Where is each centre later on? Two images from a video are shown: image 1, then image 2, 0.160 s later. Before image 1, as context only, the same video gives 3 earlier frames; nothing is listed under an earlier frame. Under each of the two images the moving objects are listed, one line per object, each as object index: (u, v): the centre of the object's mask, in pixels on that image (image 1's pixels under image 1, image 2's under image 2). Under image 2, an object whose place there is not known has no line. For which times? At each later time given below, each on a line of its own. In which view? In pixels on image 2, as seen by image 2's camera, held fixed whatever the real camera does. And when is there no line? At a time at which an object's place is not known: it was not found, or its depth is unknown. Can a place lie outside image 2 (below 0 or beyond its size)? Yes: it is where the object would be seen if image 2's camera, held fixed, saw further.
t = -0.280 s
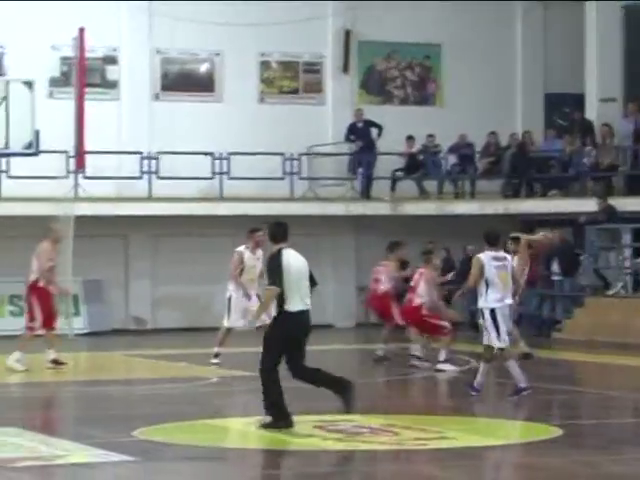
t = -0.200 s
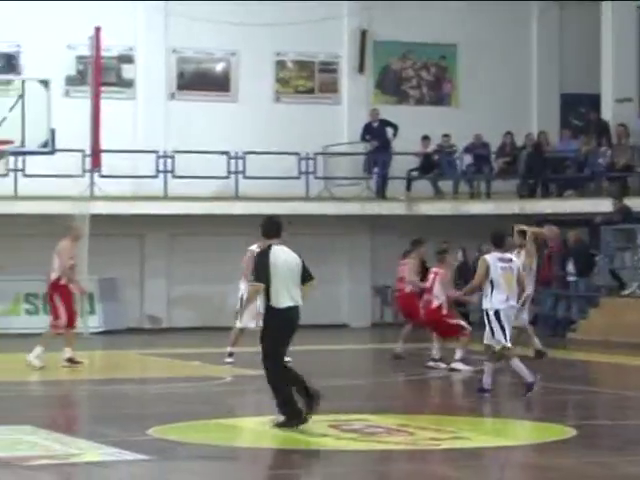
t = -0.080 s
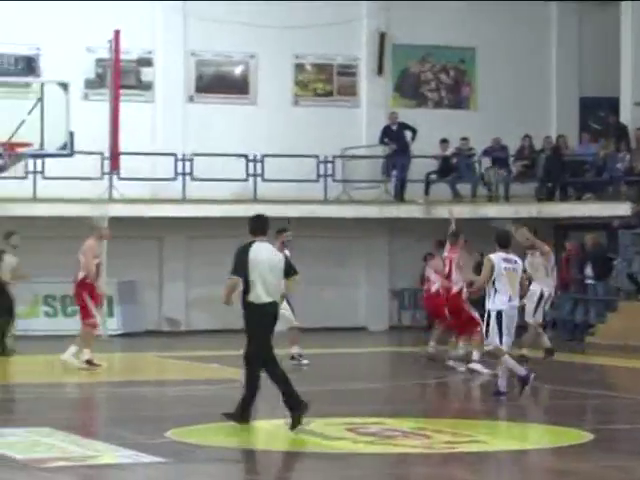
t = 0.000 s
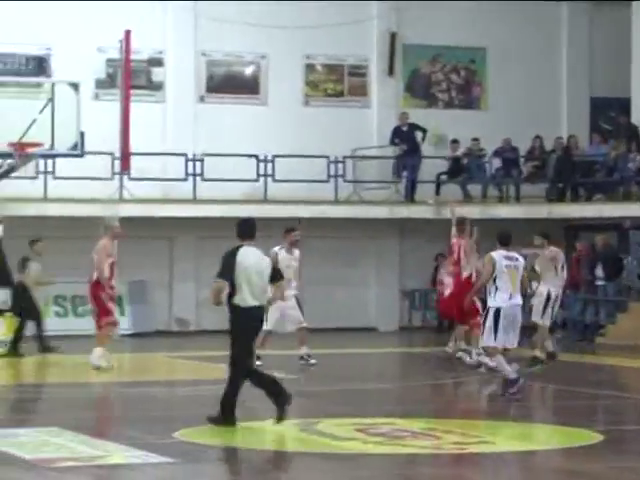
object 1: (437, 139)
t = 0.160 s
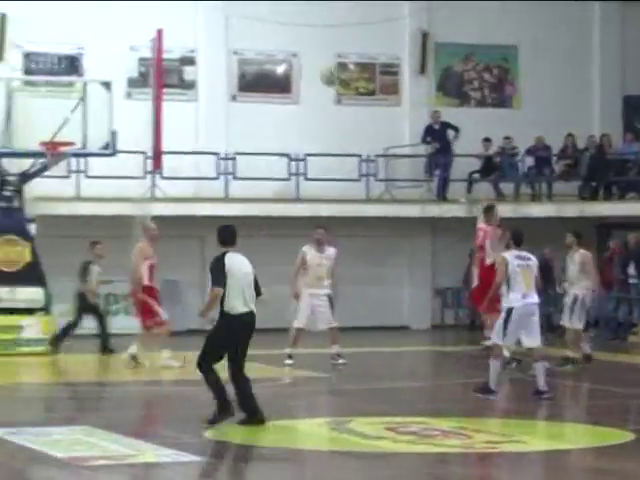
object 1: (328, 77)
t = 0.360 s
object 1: (157, 28)
